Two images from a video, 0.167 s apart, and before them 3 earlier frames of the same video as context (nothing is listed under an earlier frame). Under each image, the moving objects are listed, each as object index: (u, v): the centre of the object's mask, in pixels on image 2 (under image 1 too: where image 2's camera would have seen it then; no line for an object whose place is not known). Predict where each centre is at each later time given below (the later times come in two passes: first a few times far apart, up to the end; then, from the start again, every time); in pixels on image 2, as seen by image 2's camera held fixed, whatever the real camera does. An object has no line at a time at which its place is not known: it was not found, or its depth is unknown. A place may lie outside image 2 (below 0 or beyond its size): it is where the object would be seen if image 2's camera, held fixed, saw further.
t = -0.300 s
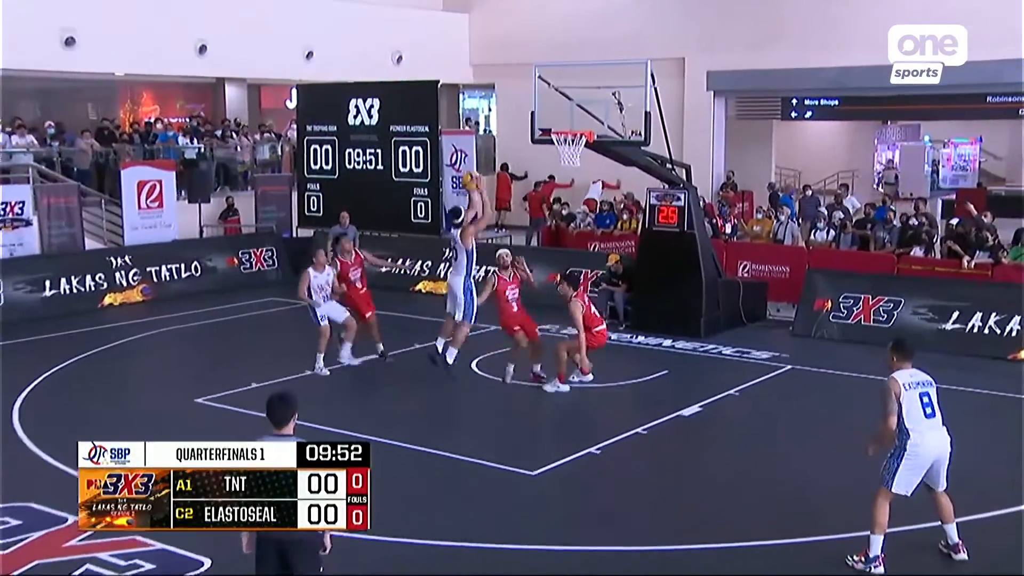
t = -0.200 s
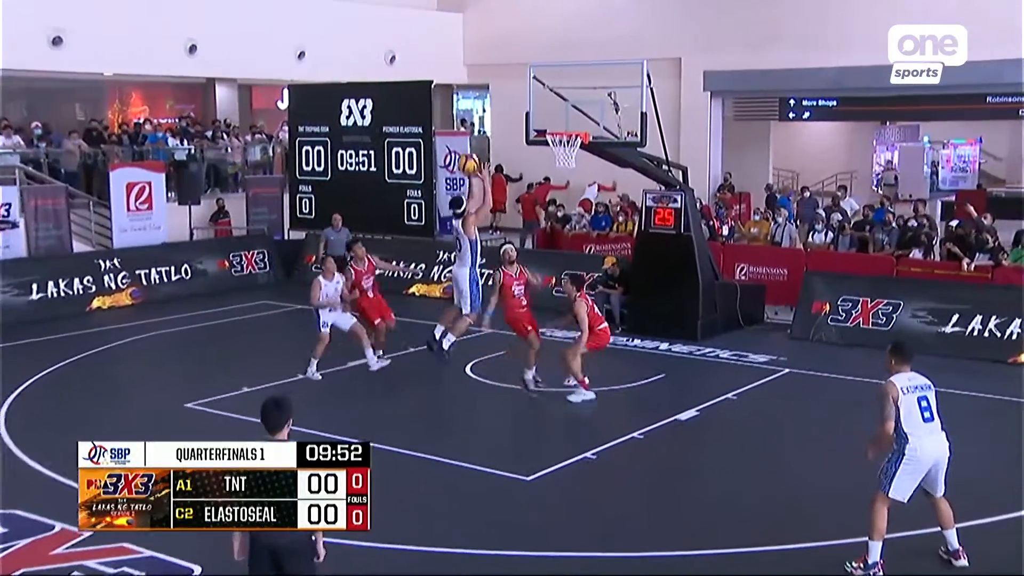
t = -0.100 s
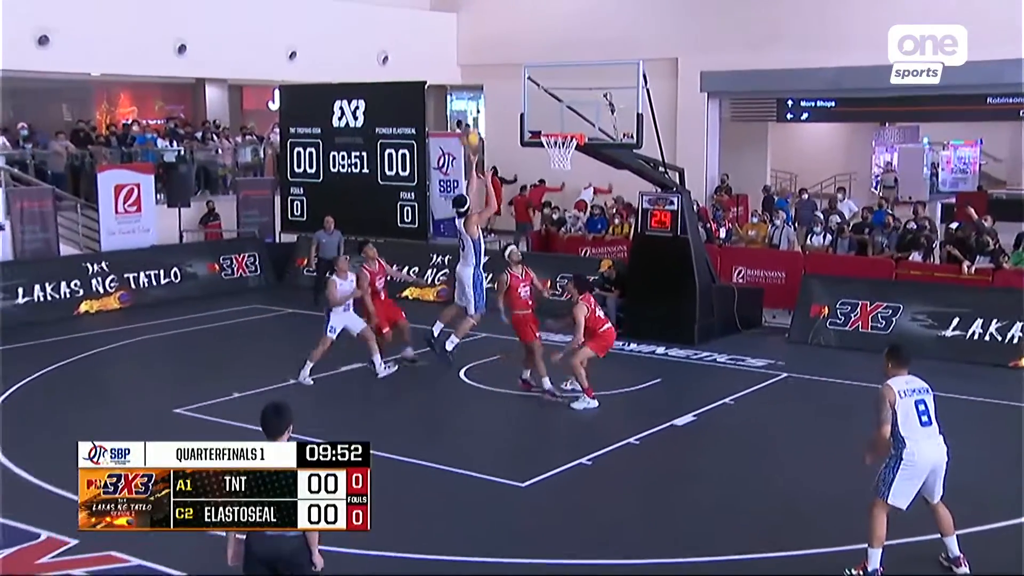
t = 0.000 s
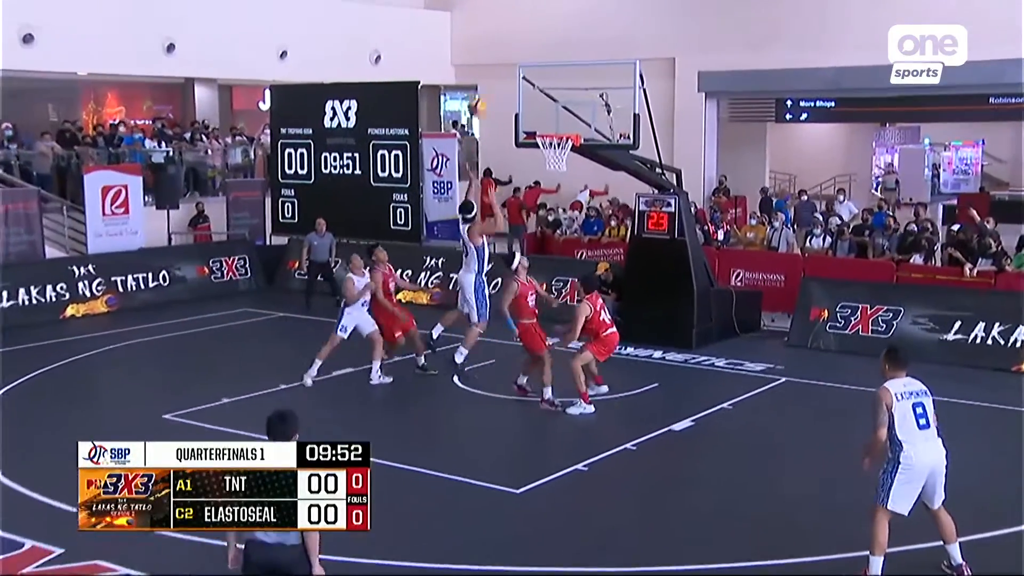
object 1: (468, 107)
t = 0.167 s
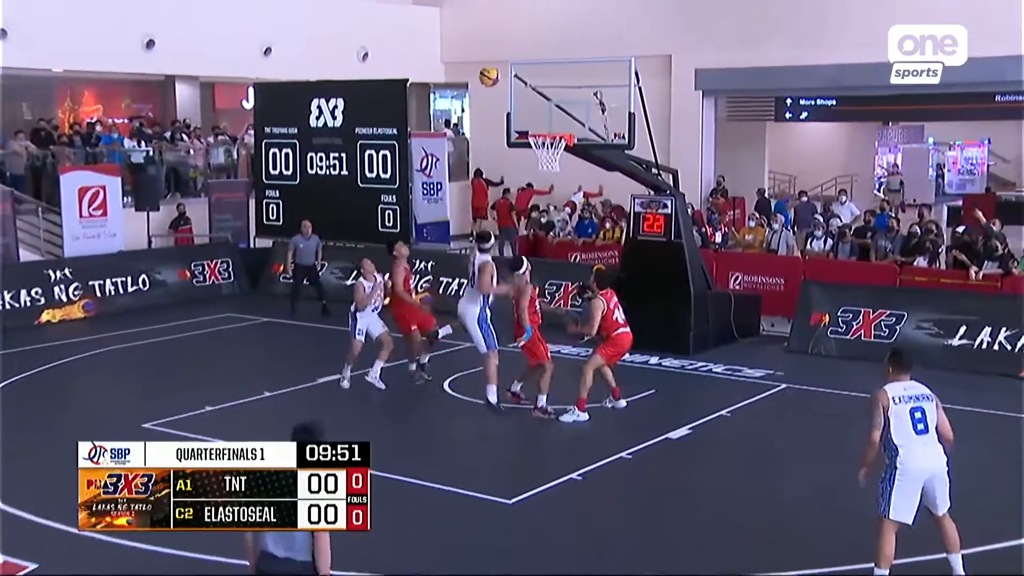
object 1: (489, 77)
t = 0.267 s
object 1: (501, 71)
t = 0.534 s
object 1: (533, 95)
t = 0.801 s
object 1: (551, 90)
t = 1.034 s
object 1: (559, 72)
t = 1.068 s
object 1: (560, 72)
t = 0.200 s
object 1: (493, 73)
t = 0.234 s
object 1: (497, 71)
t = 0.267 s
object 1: (501, 71)
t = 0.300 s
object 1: (506, 71)
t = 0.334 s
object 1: (510, 72)
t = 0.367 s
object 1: (514, 74)
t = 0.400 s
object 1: (518, 77)
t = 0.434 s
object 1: (522, 80)
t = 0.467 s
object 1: (526, 84)
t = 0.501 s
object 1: (529, 90)
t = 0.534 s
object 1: (533, 95)
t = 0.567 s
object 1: (538, 102)
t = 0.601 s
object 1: (541, 109)
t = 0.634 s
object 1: (545, 117)
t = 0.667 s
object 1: (546, 120)
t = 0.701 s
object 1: (547, 112)
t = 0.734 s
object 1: (550, 104)
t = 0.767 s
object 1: (550, 96)
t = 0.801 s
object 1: (551, 90)
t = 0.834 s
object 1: (552, 86)
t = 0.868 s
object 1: (554, 82)
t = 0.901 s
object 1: (554, 79)
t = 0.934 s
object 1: (555, 75)
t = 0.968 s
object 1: (556, 73)
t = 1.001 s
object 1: (558, 72)
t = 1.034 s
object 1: (559, 72)
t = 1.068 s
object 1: (560, 72)
